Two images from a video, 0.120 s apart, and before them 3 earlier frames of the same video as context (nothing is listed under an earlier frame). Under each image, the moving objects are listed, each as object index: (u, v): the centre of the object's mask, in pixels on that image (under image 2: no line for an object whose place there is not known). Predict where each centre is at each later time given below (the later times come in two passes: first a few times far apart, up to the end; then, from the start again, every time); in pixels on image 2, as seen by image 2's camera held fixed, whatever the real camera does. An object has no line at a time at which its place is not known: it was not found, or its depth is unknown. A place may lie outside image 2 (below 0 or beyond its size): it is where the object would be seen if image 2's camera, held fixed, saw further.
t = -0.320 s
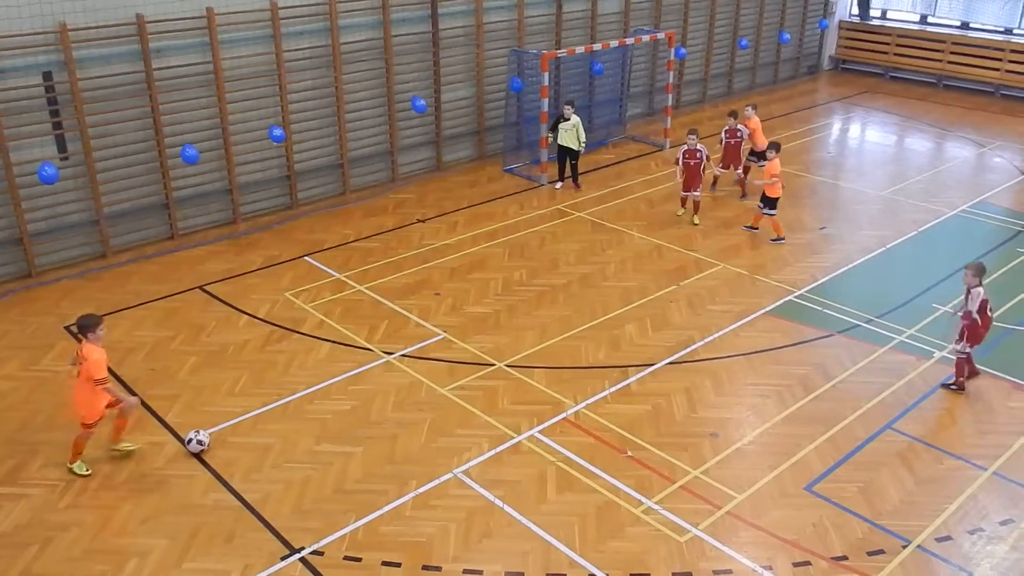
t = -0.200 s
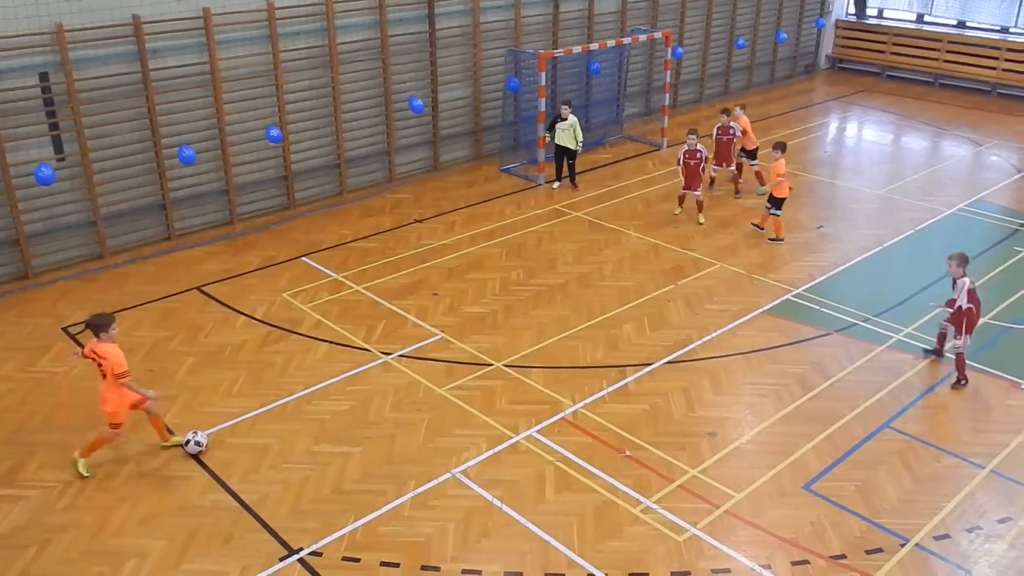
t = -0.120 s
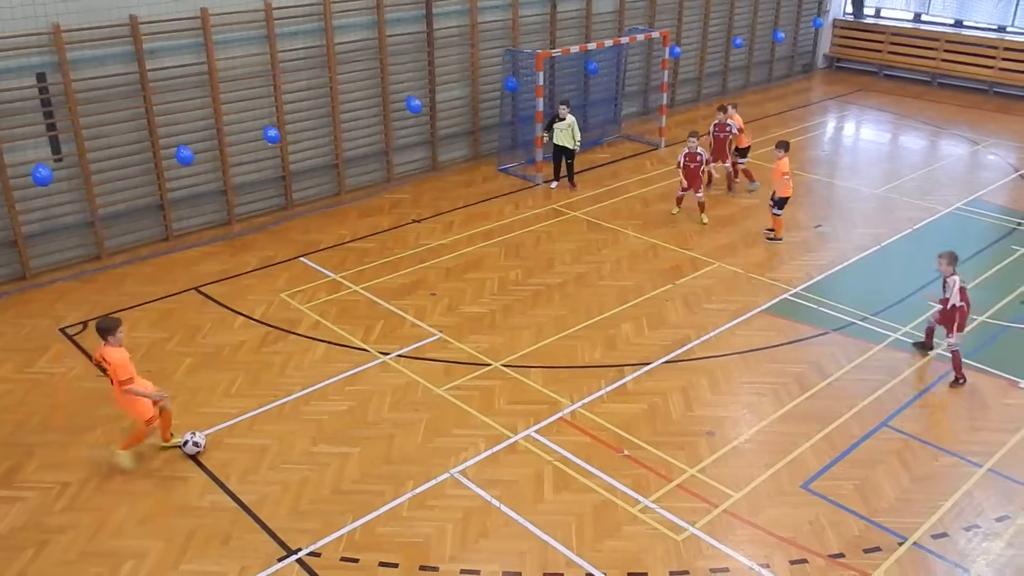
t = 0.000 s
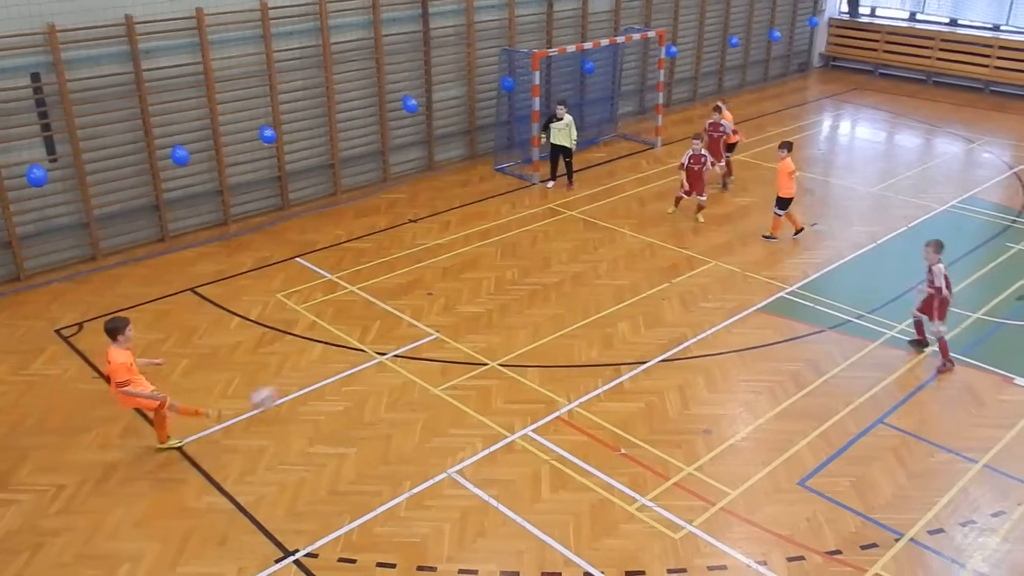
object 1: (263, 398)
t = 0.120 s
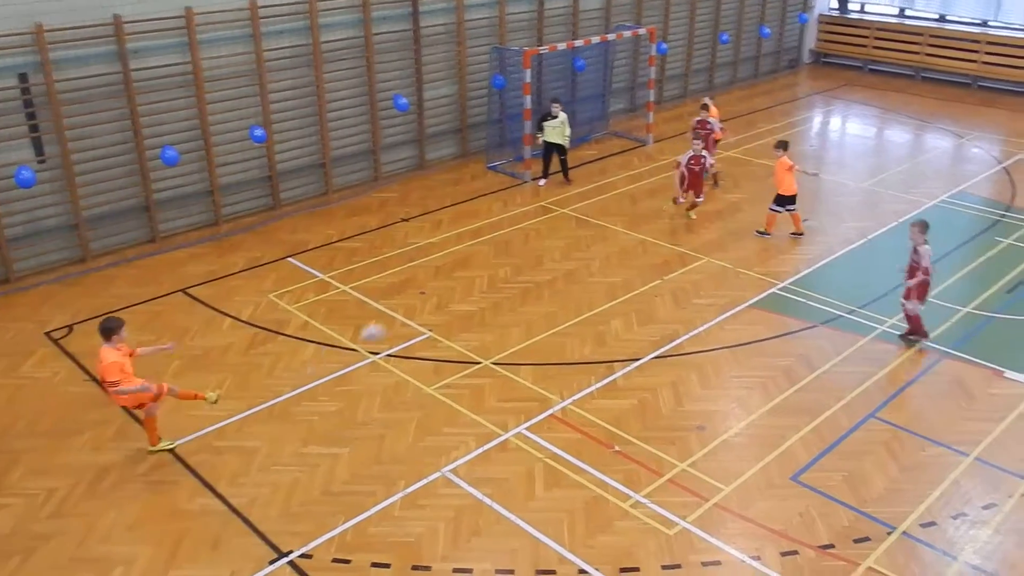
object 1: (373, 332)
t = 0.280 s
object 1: (499, 277)
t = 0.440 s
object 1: (596, 251)
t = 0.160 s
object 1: (407, 315)
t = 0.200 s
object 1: (441, 300)
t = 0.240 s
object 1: (471, 287)
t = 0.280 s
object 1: (499, 277)
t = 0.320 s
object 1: (526, 268)
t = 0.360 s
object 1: (550, 261)
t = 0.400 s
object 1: (574, 255)
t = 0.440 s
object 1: (596, 251)
